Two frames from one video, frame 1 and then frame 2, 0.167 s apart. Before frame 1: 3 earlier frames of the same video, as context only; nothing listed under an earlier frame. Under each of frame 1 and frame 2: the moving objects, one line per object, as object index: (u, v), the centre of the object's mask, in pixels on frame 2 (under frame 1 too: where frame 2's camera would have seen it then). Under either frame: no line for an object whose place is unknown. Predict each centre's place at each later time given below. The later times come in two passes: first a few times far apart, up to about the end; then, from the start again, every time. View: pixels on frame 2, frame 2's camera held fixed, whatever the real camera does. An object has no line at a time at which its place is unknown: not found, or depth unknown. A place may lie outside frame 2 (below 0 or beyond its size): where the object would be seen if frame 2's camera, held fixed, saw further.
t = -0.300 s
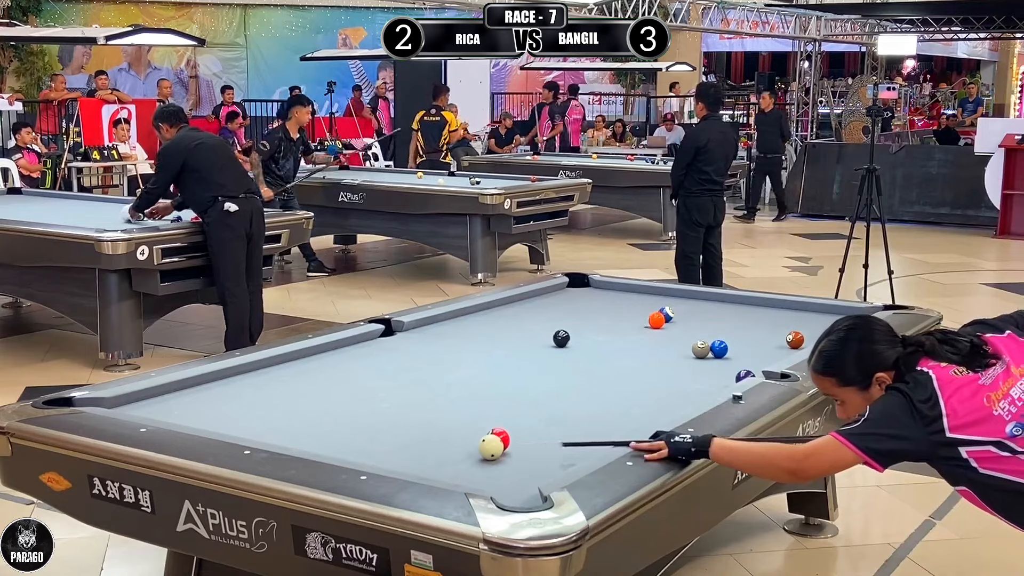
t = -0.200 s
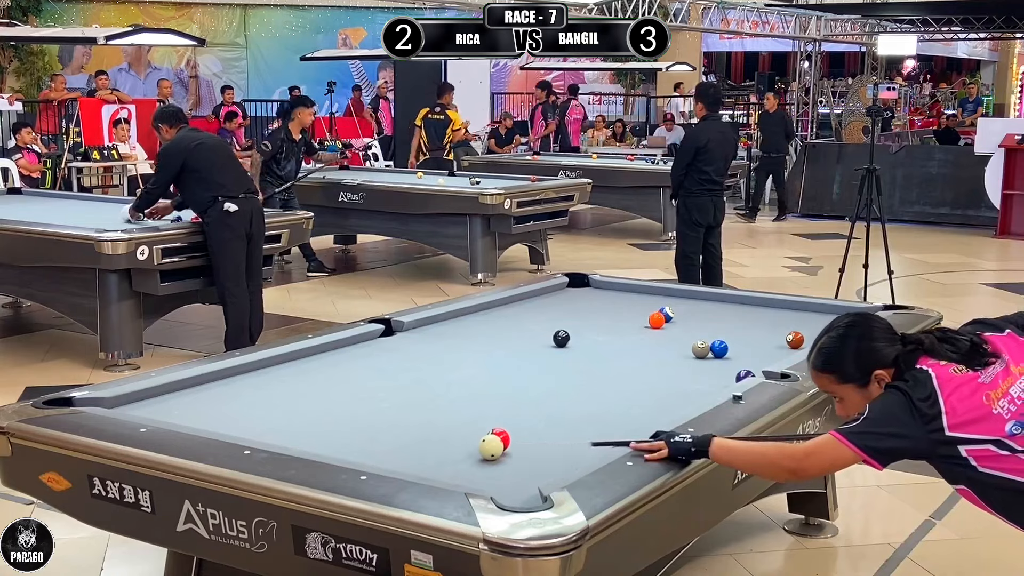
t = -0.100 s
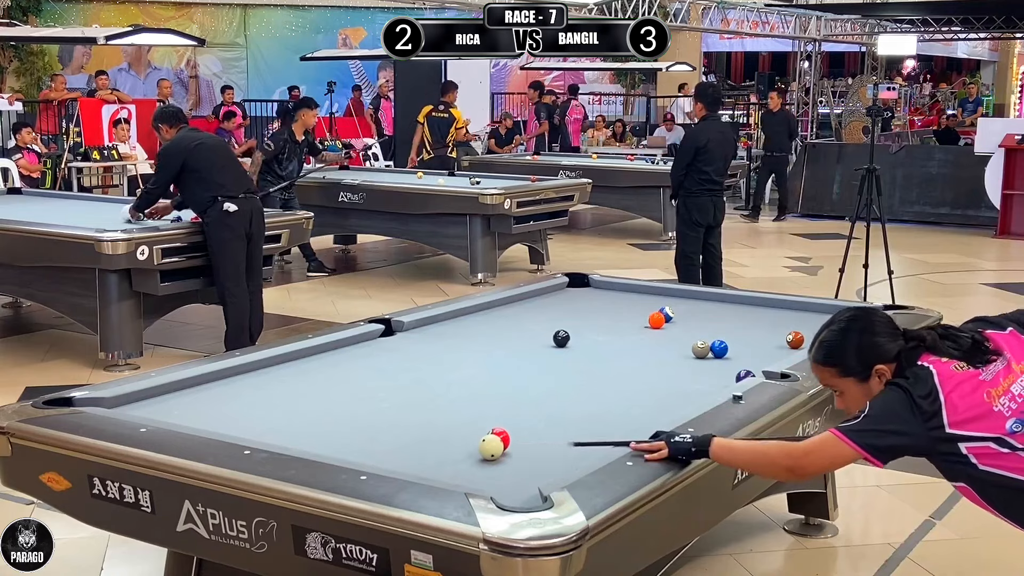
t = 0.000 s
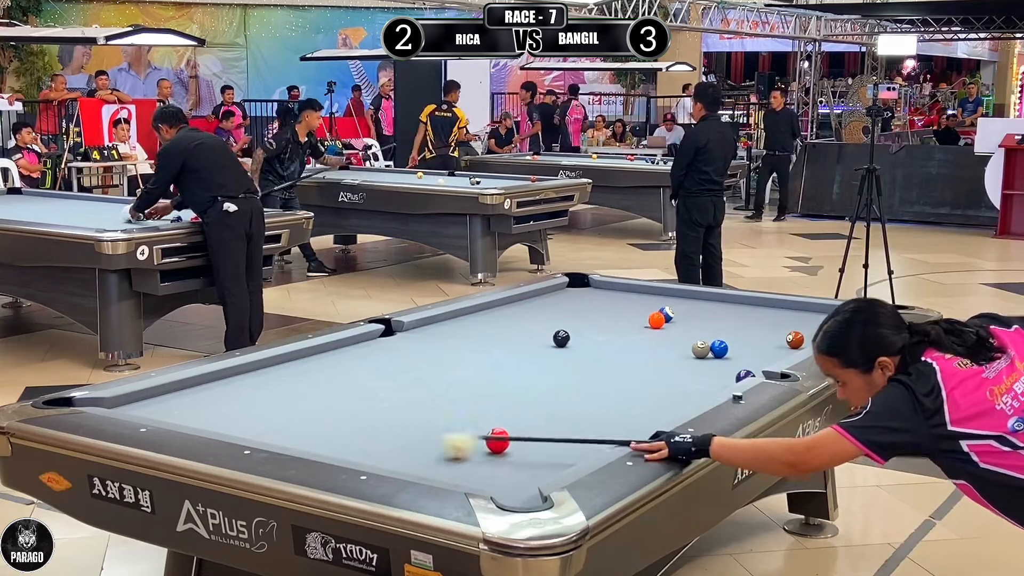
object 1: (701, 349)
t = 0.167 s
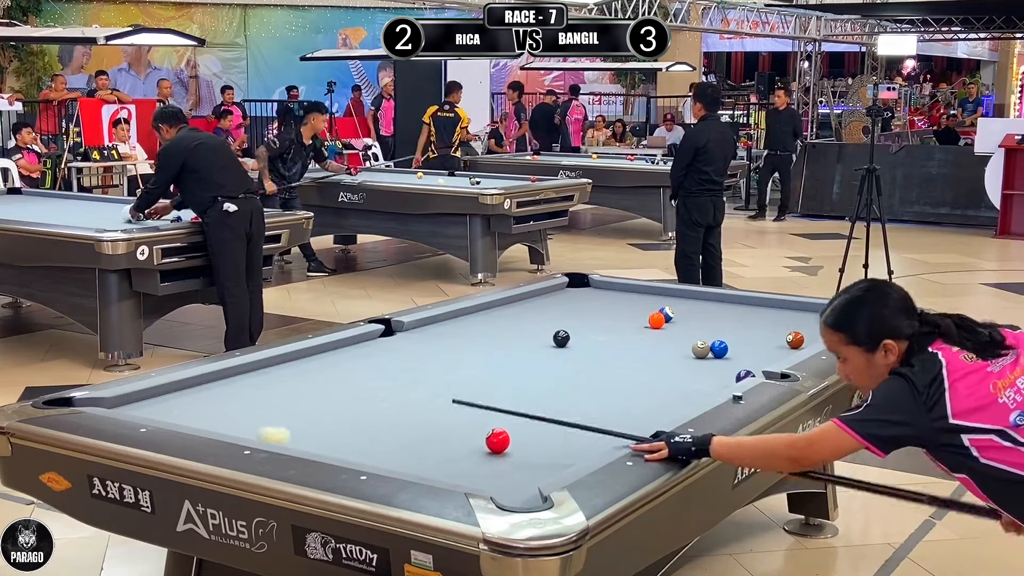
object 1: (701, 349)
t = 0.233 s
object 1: (701, 349)
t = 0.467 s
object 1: (701, 349)
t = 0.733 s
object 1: (701, 349)
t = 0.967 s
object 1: (701, 349)
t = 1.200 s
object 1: (701, 349)
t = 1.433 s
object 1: (701, 349)
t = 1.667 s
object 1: (701, 349)
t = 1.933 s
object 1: (701, 349)
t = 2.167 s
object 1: (701, 349)
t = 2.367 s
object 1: (693, 349)
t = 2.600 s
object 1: (680, 349)
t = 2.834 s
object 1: (669, 349)
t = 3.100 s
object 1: (657, 349)
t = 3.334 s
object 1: (649, 349)
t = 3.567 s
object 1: (642, 349)
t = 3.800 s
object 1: (636, 349)
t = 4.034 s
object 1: (632, 349)
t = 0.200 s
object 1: (701, 349)
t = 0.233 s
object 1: (701, 349)
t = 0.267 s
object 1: (701, 349)
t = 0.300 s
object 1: (701, 349)
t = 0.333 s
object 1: (701, 349)
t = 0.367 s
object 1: (701, 349)
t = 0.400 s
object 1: (701, 349)
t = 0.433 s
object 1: (701, 349)
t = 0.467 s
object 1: (701, 349)
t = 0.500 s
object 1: (701, 349)
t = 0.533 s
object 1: (701, 349)
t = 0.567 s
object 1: (701, 349)
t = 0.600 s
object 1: (701, 349)
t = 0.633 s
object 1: (701, 349)
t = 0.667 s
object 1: (701, 349)
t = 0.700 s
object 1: (701, 349)
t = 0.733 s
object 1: (701, 349)
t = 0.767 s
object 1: (701, 349)
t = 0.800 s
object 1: (701, 349)
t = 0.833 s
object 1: (701, 349)
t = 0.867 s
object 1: (701, 349)
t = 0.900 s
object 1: (701, 349)
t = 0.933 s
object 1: (701, 349)
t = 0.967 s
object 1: (701, 349)
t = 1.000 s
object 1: (701, 349)
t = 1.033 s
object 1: (701, 349)
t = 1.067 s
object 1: (701, 349)
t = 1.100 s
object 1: (701, 349)
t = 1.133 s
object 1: (701, 349)
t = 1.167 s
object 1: (701, 349)
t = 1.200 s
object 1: (701, 349)
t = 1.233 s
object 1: (701, 349)
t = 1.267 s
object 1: (701, 349)
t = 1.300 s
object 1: (701, 349)
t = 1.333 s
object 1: (701, 349)
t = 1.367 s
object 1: (701, 349)
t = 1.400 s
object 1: (701, 349)
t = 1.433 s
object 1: (701, 349)
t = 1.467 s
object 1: (701, 349)
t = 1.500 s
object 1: (701, 349)
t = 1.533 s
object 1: (701, 349)
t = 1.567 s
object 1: (701, 349)
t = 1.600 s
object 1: (701, 349)
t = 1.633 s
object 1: (701, 349)
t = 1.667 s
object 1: (701, 349)
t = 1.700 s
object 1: (701, 349)
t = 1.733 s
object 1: (700, 349)
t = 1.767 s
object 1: (701, 349)
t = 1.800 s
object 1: (701, 349)
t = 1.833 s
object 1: (701, 349)
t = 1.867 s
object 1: (701, 349)
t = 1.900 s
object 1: (701, 349)
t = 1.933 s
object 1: (701, 349)
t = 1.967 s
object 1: (701, 349)
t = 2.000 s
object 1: (701, 349)
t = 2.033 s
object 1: (701, 349)
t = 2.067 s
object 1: (701, 349)
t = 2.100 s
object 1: (701, 349)
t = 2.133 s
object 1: (701, 349)
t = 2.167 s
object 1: (701, 349)
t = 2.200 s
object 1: (701, 349)
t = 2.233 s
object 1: (701, 349)
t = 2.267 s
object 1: (699, 349)
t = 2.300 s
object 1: (697, 349)
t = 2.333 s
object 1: (695, 349)
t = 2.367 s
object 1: (693, 349)
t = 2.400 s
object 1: (691, 349)
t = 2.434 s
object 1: (689, 349)
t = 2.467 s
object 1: (687, 349)
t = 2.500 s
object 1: (686, 349)
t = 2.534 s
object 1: (684, 349)
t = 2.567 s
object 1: (682, 349)
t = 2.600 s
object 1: (680, 349)
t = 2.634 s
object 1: (678, 349)
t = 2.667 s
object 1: (677, 349)
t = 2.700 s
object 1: (675, 349)
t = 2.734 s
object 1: (673, 349)
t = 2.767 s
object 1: (672, 349)
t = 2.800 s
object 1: (670, 349)
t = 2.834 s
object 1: (669, 349)
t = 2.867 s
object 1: (667, 349)
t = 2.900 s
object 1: (666, 349)
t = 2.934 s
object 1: (664, 349)
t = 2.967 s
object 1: (663, 349)
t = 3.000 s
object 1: (662, 349)
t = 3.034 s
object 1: (660, 349)
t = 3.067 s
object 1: (659, 349)
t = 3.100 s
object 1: (657, 349)
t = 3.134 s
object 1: (656, 349)
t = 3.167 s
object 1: (655, 349)
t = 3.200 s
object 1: (654, 349)
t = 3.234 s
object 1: (652, 349)
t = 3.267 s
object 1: (651, 349)
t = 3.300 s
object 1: (650, 349)
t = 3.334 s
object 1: (649, 349)
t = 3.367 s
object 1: (648, 349)
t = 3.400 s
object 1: (647, 349)
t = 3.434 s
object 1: (646, 349)
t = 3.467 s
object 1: (645, 349)
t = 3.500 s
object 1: (644, 349)
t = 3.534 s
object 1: (643, 349)
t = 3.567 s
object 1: (642, 349)
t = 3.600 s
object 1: (641, 349)
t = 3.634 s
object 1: (640, 349)
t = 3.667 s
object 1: (639, 349)
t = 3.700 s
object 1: (638, 349)
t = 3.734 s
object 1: (638, 349)
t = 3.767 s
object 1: (637, 349)
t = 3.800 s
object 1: (636, 349)
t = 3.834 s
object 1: (635, 350)
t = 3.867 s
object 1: (634, 350)
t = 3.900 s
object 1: (634, 349)
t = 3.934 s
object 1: (633, 349)
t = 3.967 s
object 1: (633, 349)
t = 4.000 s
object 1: (632, 349)
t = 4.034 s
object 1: (632, 349)
